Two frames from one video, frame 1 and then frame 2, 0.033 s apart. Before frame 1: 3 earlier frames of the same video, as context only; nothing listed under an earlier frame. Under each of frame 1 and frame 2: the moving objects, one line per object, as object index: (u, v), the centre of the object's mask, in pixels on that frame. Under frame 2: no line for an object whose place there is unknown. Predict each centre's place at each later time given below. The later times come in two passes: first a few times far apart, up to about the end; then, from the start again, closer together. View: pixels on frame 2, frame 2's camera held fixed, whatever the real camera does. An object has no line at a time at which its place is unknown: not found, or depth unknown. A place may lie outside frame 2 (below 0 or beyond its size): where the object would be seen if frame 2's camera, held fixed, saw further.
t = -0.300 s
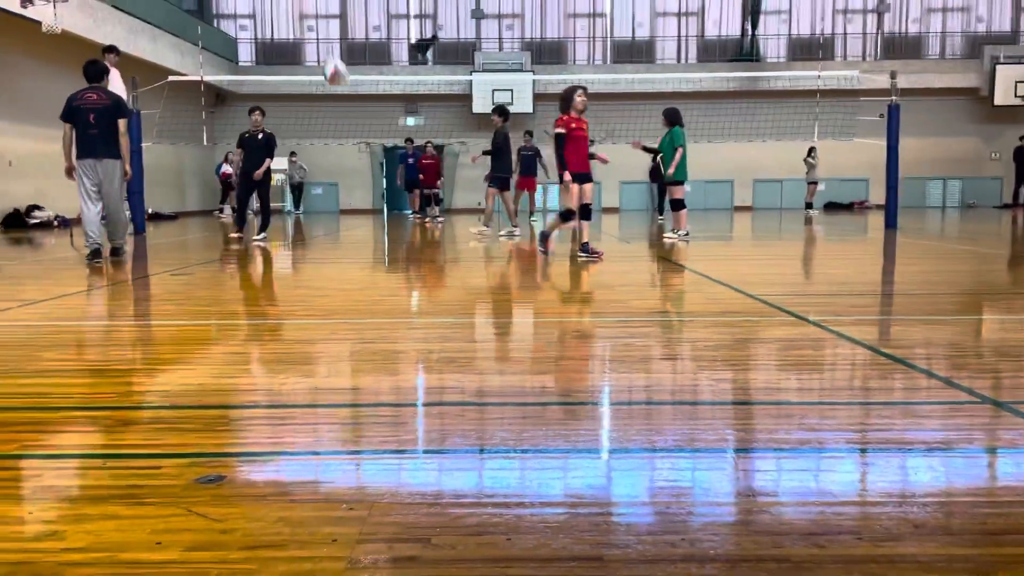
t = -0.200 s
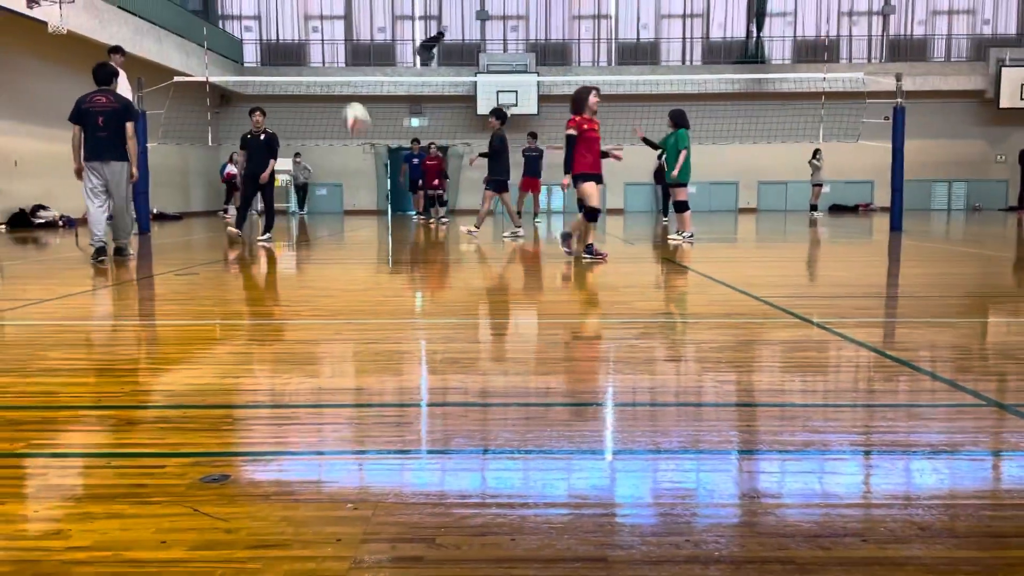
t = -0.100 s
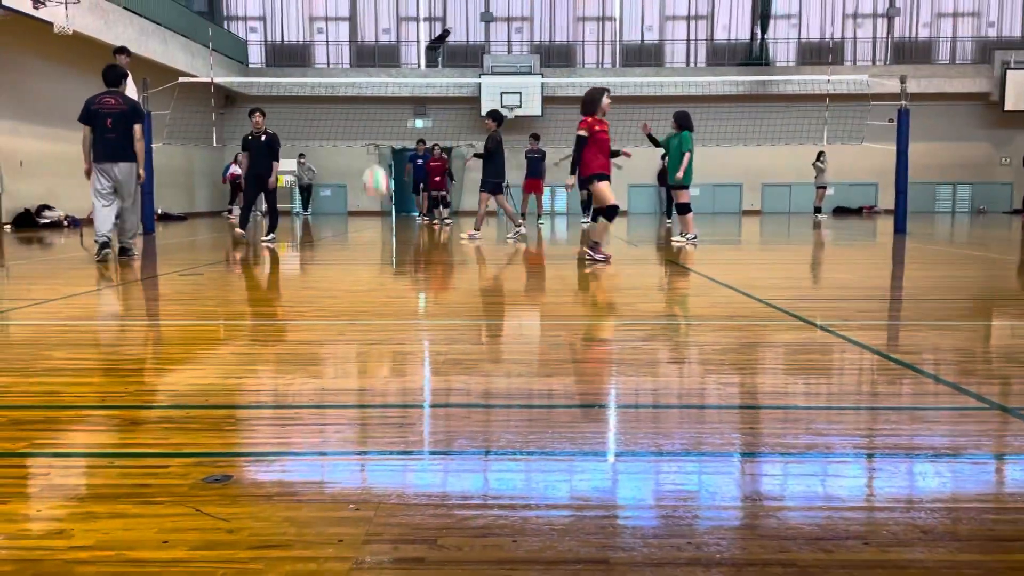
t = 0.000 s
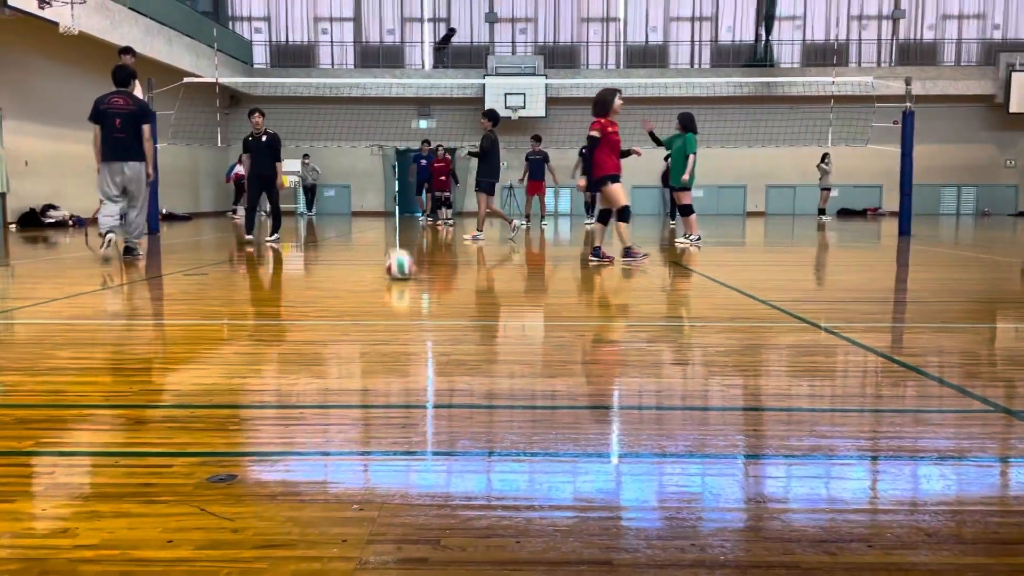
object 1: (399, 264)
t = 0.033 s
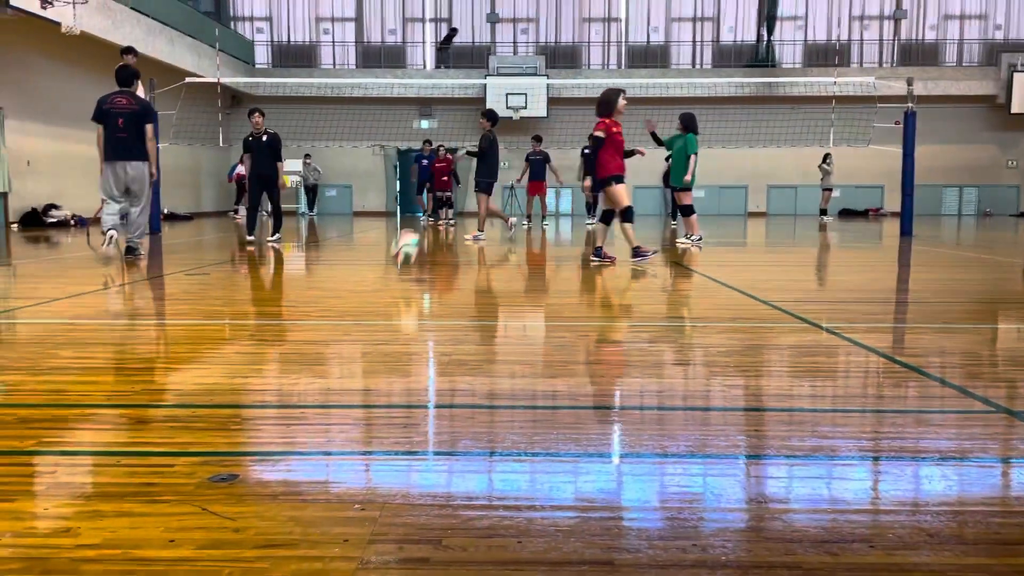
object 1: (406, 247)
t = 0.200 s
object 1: (434, 155)
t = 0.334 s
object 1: (461, 102)
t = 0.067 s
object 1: (411, 224)
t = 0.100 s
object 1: (417, 207)
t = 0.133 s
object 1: (422, 189)
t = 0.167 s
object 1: (427, 171)
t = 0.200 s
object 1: (434, 155)
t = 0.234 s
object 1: (440, 139)
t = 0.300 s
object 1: (454, 111)
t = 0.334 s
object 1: (461, 102)
